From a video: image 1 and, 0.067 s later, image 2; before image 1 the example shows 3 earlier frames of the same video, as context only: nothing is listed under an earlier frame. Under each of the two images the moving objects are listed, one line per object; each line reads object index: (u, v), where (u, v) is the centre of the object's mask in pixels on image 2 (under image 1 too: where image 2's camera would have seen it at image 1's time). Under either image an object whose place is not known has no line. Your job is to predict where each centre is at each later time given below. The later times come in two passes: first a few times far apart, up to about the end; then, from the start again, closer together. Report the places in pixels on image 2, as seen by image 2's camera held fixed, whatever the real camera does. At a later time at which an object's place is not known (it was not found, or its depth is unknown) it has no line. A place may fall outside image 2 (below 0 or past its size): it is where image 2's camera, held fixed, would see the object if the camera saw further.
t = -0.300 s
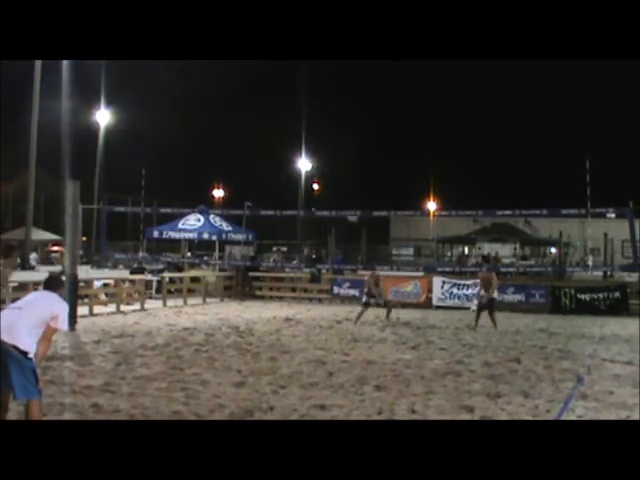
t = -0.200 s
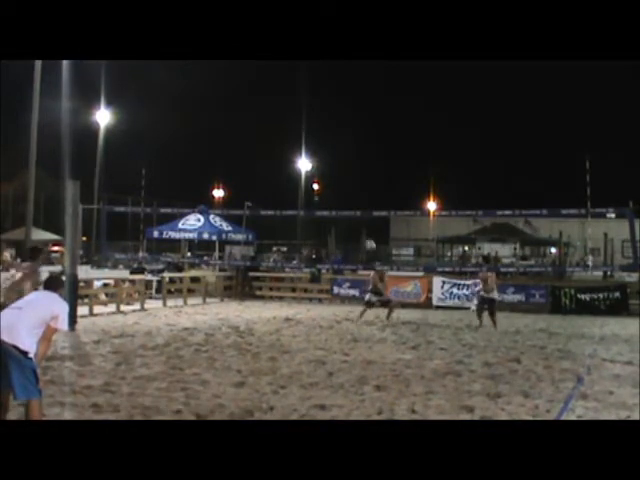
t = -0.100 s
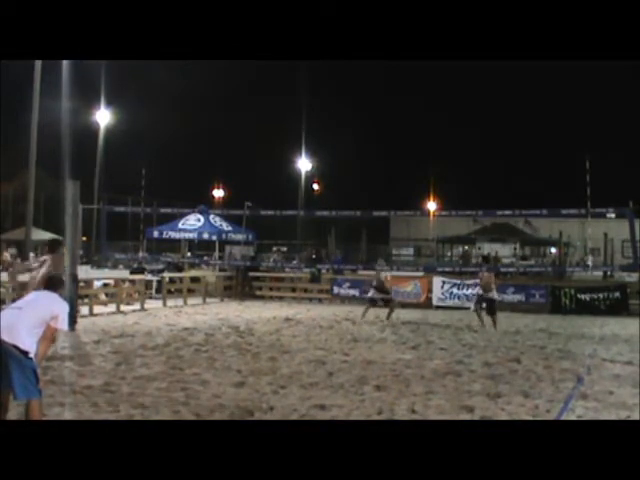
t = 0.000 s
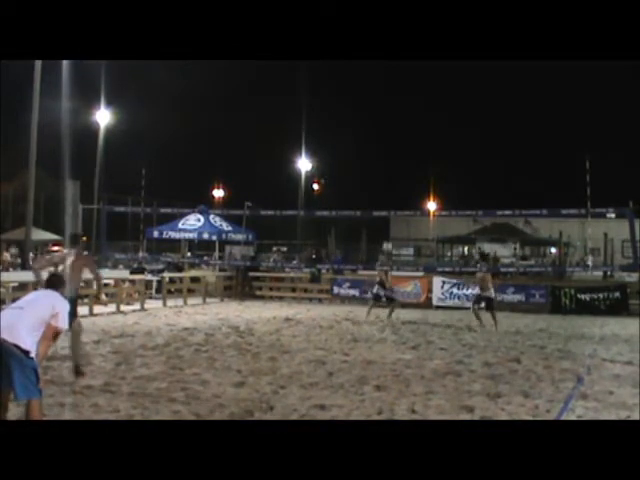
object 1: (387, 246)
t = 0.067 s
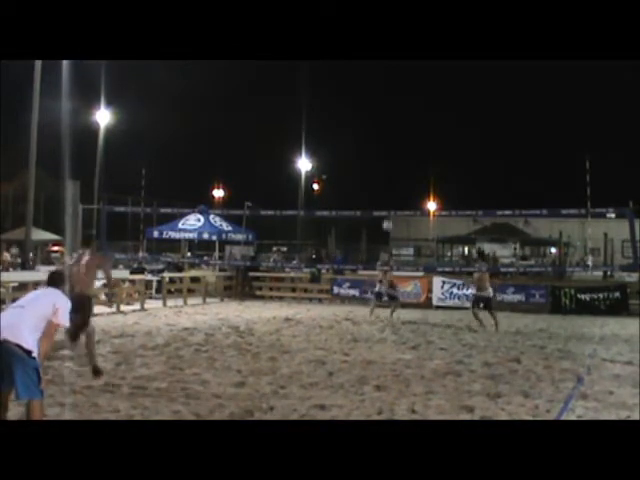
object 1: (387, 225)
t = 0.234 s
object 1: (388, 178)
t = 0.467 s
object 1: (390, 130)
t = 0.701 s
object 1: (394, 105)
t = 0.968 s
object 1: (399, 106)
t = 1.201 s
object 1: (403, 133)
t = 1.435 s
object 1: (408, 185)
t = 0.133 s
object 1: (387, 204)
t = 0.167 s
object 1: (387, 195)
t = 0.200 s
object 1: (387, 186)
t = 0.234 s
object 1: (388, 178)
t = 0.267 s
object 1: (388, 170)
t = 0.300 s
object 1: (388, 162)
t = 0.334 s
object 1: (388, 155)
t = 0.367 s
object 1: (389, 148)
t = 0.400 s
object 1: (389, 142)
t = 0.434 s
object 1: (389, 136)
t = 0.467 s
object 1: (390, 130)
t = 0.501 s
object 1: (390, 126)
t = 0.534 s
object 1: (391, 121)
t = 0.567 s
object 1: (391, 117)
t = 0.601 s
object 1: (392, 114)
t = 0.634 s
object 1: (392, 110)
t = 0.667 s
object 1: (393, 108)
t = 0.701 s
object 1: (394, 105)
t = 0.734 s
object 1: (394, 103)
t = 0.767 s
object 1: (395, 103)
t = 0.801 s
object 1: (395, 102)
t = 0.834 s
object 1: (396, 102)
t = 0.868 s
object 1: (397, 102)
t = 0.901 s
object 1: (397, 103)
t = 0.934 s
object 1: (398, 104)
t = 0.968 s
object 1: (399, 106)
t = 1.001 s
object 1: (399, 108)
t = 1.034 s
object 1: (400, 111)
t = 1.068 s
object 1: (401, 114)
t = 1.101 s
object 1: (402, 117)
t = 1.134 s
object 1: (402, 122)
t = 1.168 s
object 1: (403, 127)
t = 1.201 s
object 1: (403, 133)
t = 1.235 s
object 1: (404, 138)
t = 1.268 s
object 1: (405, 145)
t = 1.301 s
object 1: (405, 152)
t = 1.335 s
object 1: (406, 160)
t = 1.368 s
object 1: (407, 167)
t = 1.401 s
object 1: (407, 176)
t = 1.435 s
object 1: (408, 185)
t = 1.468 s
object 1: (408, 195)
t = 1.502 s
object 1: (409, 206)
